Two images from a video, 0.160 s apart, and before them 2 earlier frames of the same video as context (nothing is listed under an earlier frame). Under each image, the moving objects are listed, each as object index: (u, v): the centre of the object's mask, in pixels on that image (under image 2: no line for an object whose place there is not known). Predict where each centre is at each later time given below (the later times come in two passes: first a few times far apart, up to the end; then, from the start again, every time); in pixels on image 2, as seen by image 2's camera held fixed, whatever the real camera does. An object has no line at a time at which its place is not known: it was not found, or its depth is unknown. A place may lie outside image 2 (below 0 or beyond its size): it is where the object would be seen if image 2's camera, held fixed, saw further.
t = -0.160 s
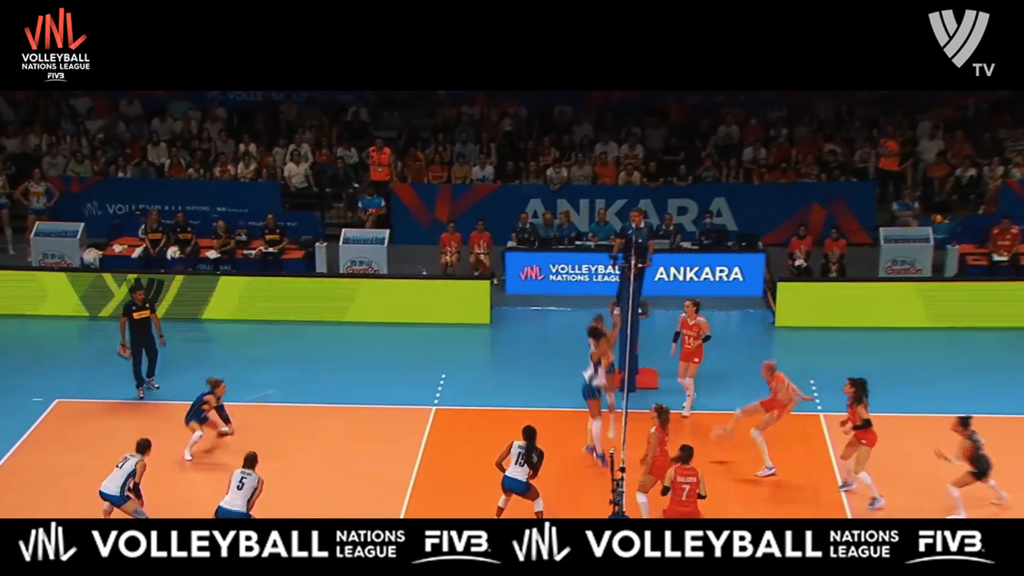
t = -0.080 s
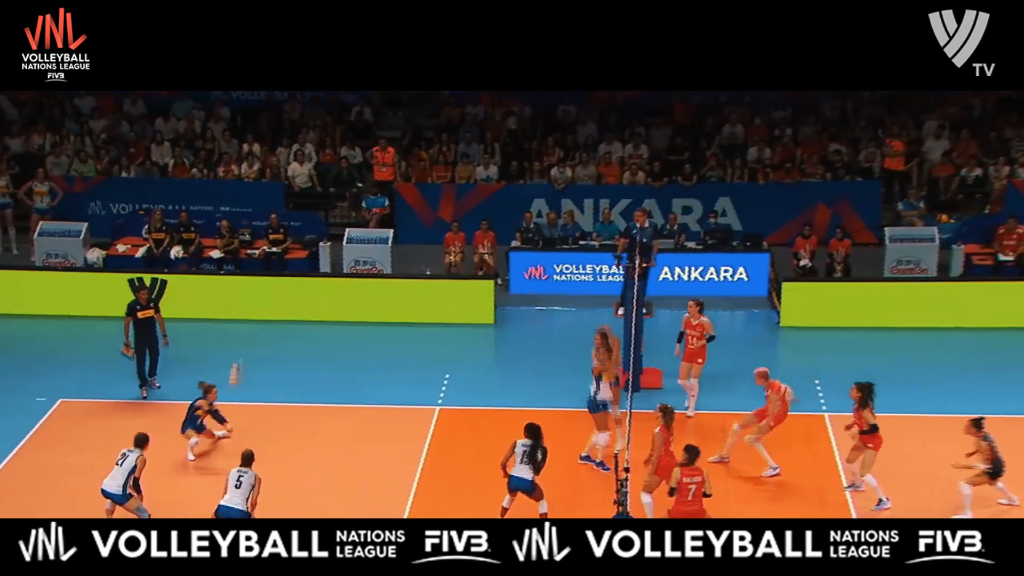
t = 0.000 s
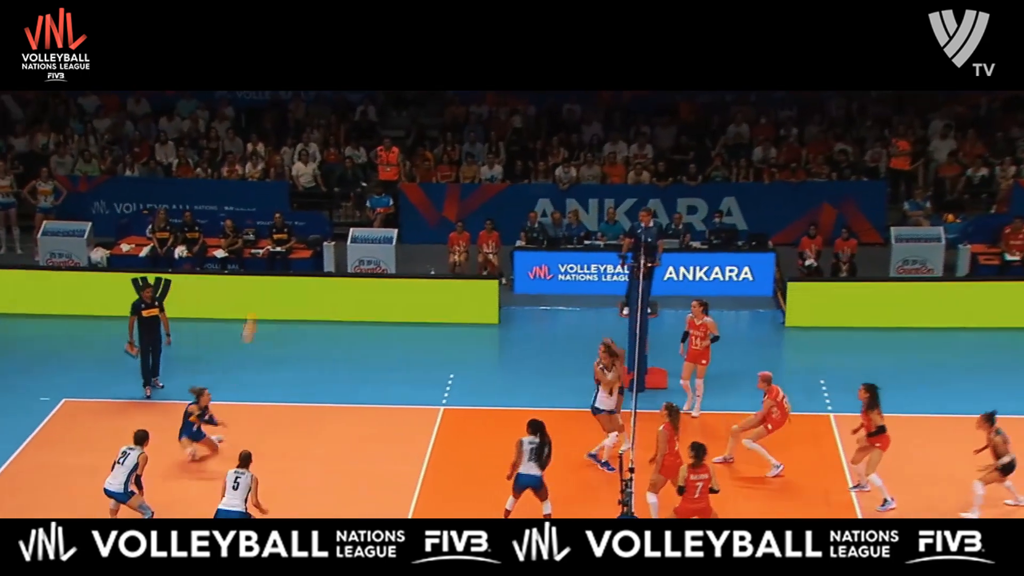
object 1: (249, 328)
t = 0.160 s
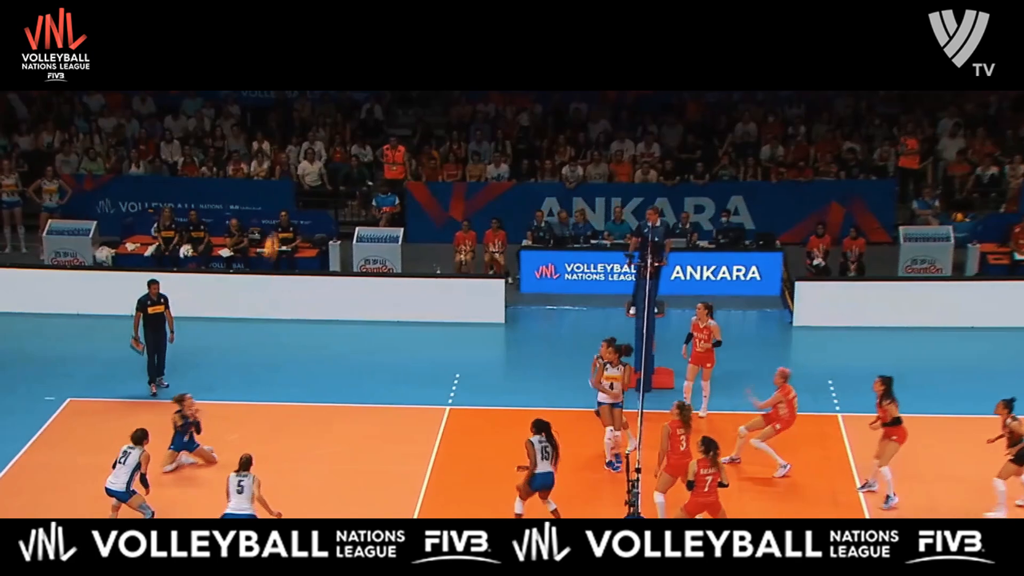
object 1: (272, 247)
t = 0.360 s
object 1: (291, 166)
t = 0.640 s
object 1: (319, 101)
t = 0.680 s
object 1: (324, 96)
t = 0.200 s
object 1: (275, 227)
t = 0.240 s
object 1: (281, 212)
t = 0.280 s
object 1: (284, 196)
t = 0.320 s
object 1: (289, 180)
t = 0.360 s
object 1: (291, 166)
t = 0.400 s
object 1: (295, 154)
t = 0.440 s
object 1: (299, 143)
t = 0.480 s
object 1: (304, 132)
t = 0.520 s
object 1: (308, 123)
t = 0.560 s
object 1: (311, 115)
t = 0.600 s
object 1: (316, 107)
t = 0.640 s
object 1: (319, 101)
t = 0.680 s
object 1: (324, 96)
